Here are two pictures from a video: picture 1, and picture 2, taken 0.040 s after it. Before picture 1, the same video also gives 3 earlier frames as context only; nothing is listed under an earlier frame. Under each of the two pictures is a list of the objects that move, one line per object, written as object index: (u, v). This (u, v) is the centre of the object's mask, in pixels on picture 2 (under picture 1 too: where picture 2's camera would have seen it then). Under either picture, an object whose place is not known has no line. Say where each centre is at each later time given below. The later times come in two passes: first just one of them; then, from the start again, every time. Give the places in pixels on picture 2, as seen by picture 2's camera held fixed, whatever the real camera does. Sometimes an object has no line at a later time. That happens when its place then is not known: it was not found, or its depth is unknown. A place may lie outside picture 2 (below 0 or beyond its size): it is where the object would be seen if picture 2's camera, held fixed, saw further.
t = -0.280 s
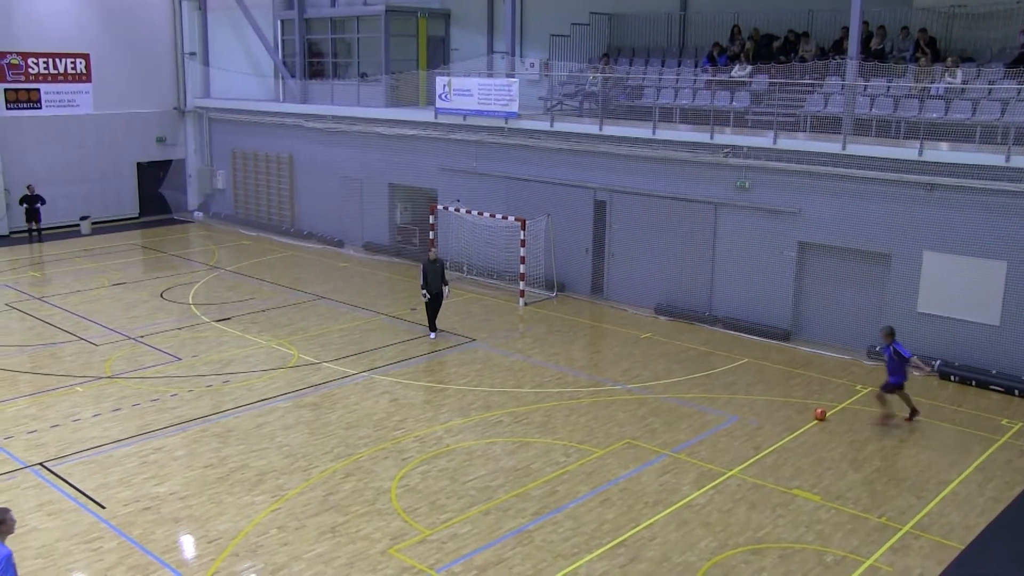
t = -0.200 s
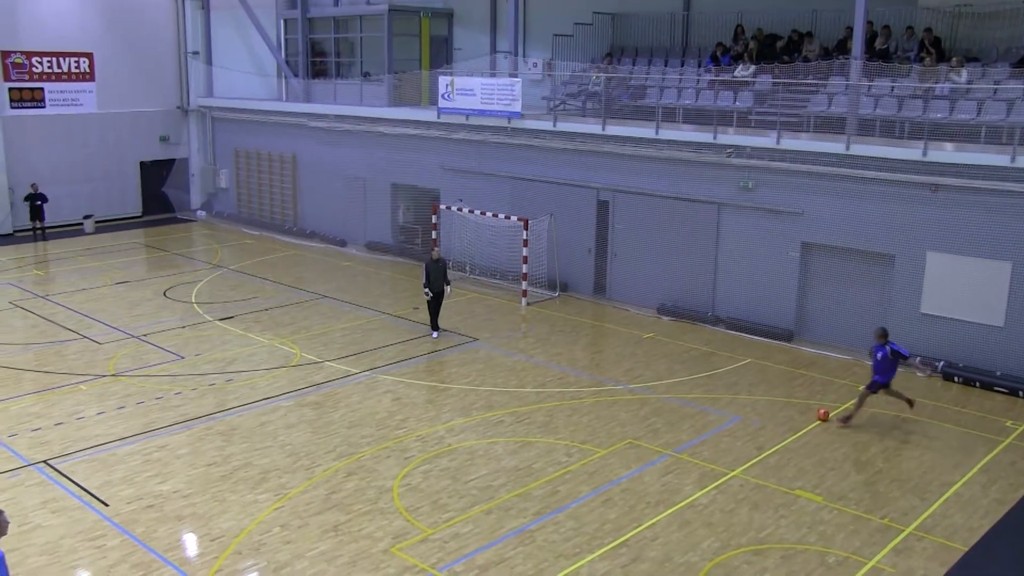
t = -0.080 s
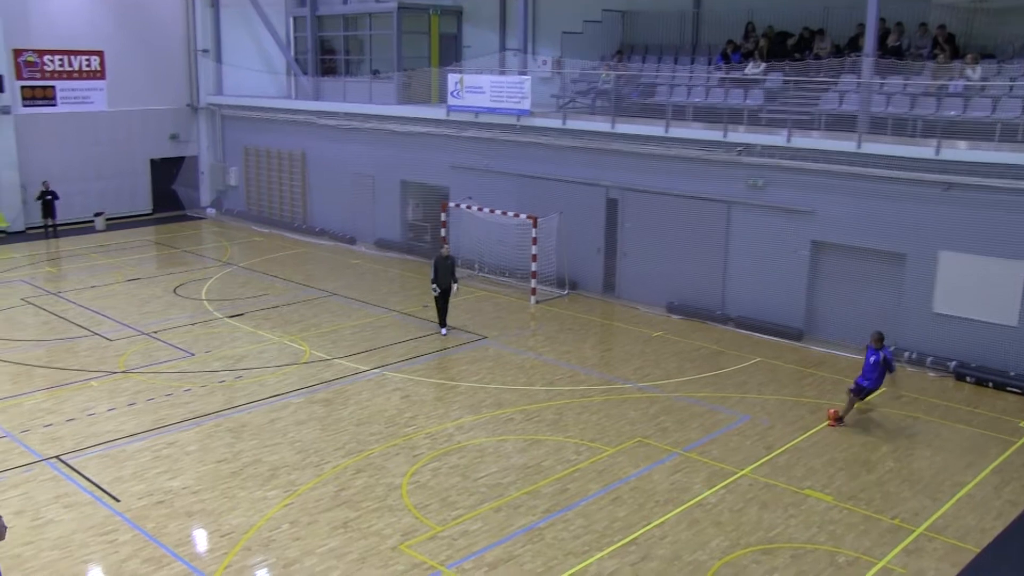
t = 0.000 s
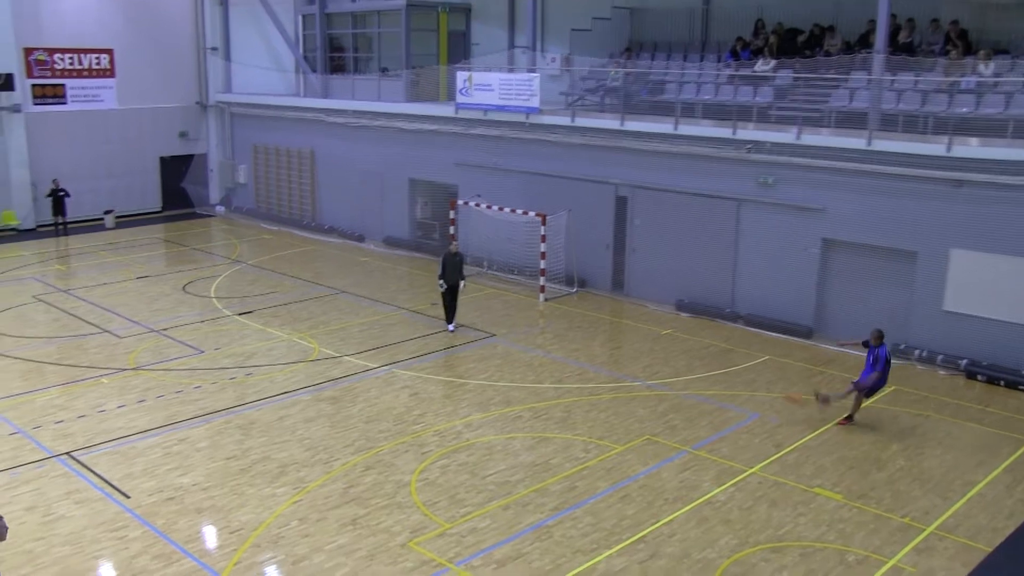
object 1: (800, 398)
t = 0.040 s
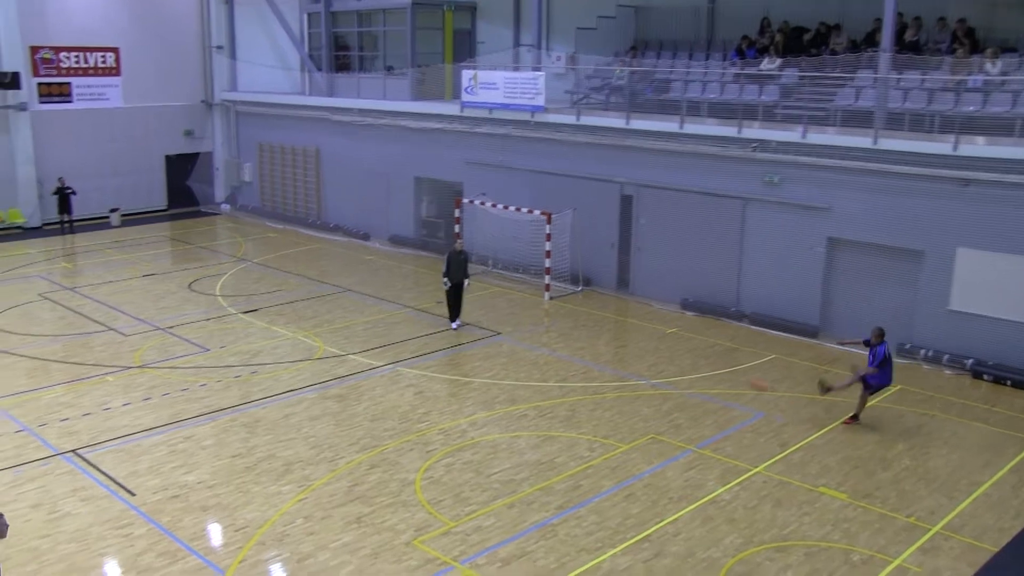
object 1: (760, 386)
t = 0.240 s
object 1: (545, 335)
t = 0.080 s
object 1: (719, 376)
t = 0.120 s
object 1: (680, 365)
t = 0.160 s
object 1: (634, 353)
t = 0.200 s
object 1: (590, 344)
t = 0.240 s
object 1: (545, 335)
